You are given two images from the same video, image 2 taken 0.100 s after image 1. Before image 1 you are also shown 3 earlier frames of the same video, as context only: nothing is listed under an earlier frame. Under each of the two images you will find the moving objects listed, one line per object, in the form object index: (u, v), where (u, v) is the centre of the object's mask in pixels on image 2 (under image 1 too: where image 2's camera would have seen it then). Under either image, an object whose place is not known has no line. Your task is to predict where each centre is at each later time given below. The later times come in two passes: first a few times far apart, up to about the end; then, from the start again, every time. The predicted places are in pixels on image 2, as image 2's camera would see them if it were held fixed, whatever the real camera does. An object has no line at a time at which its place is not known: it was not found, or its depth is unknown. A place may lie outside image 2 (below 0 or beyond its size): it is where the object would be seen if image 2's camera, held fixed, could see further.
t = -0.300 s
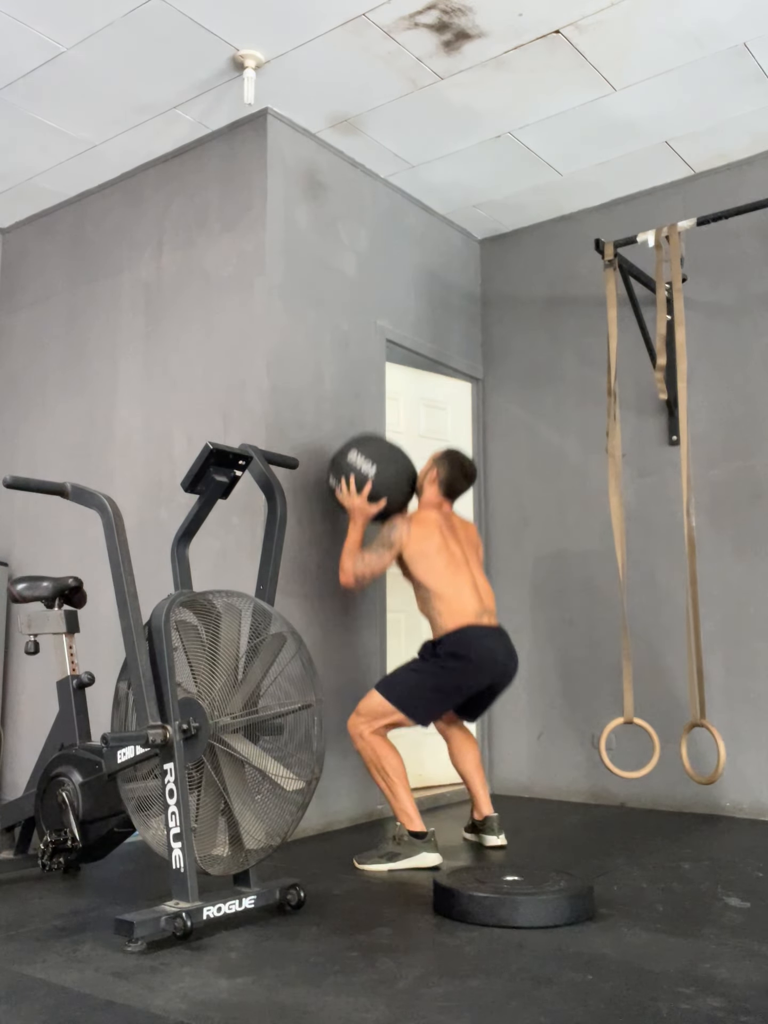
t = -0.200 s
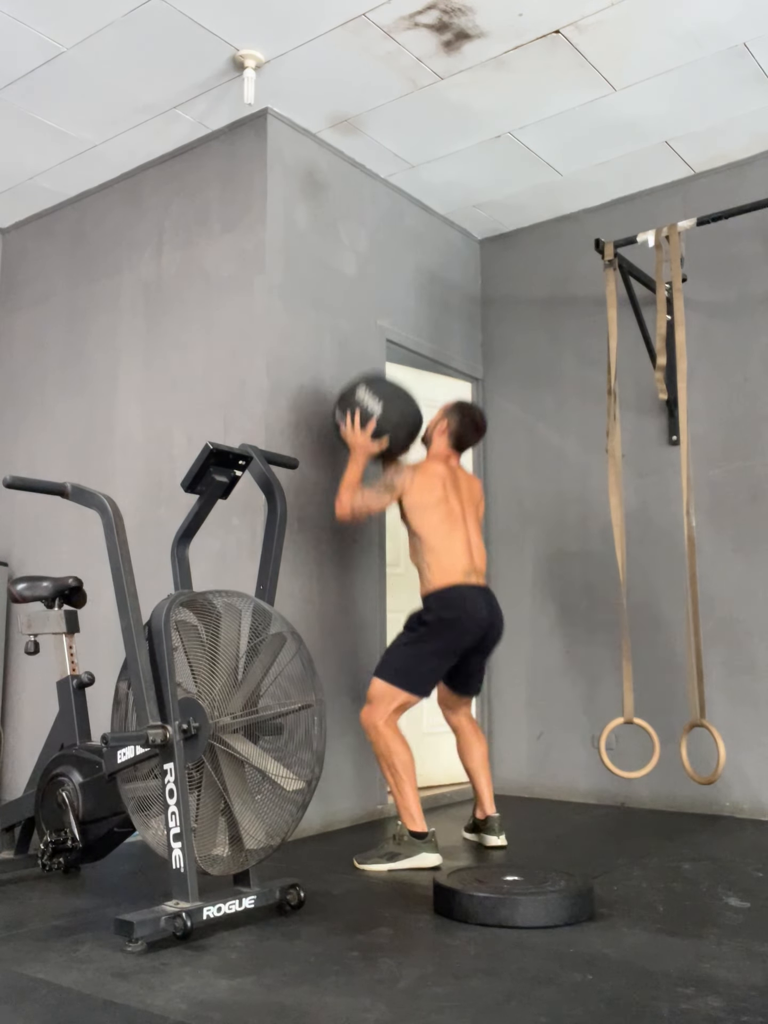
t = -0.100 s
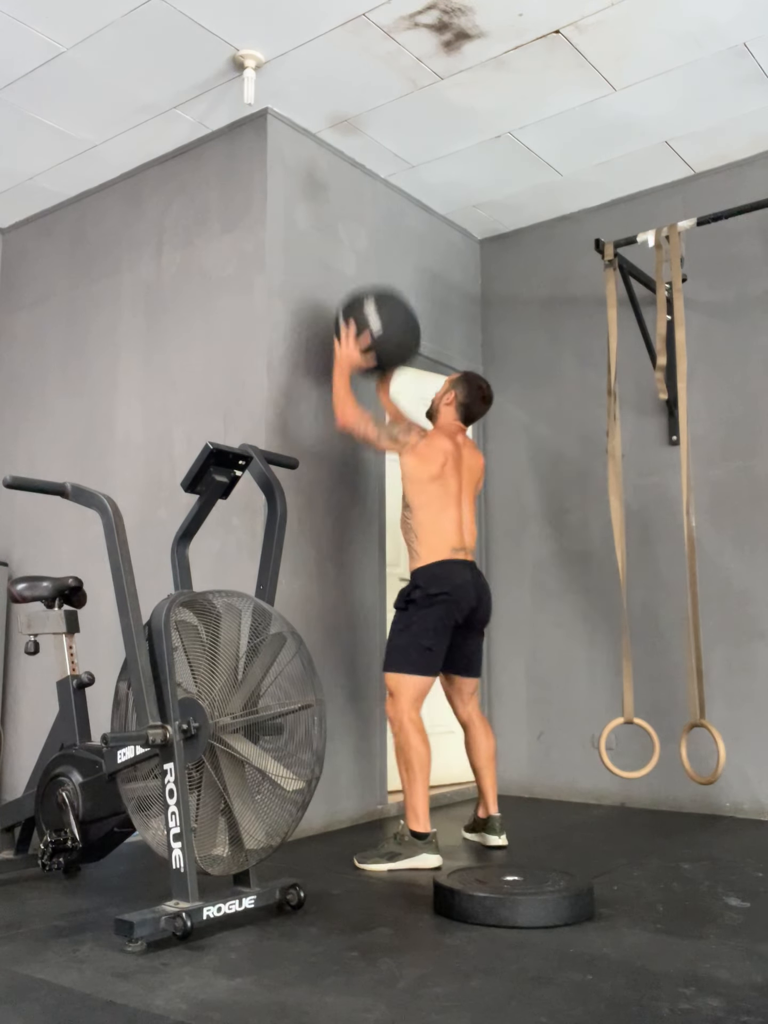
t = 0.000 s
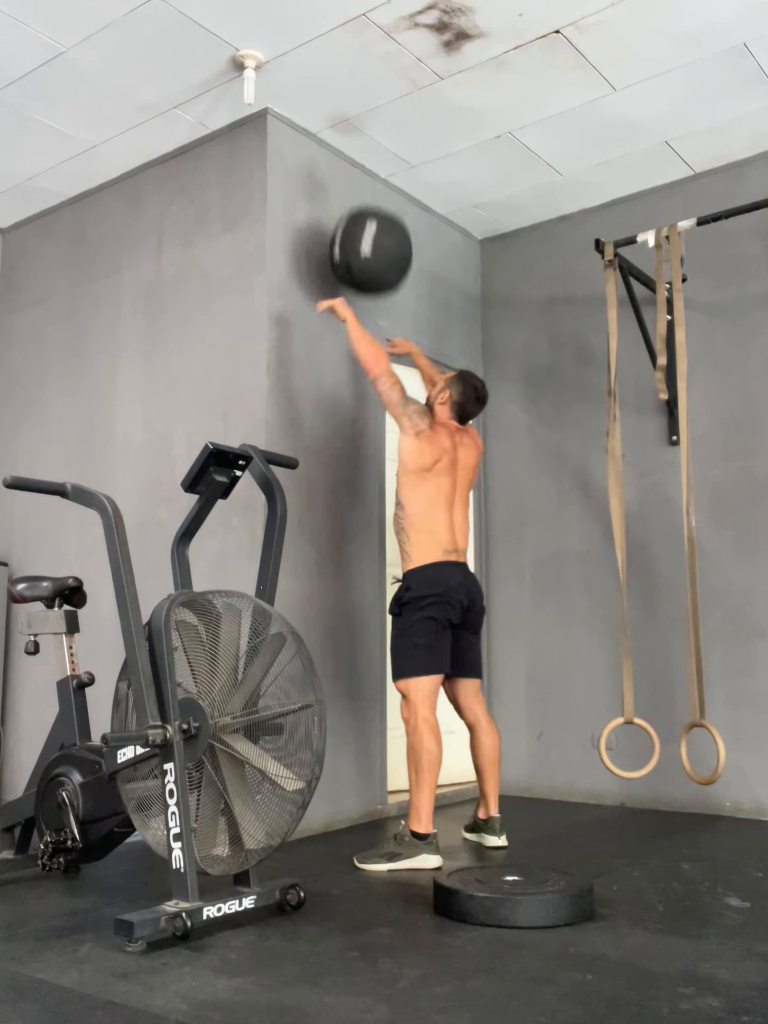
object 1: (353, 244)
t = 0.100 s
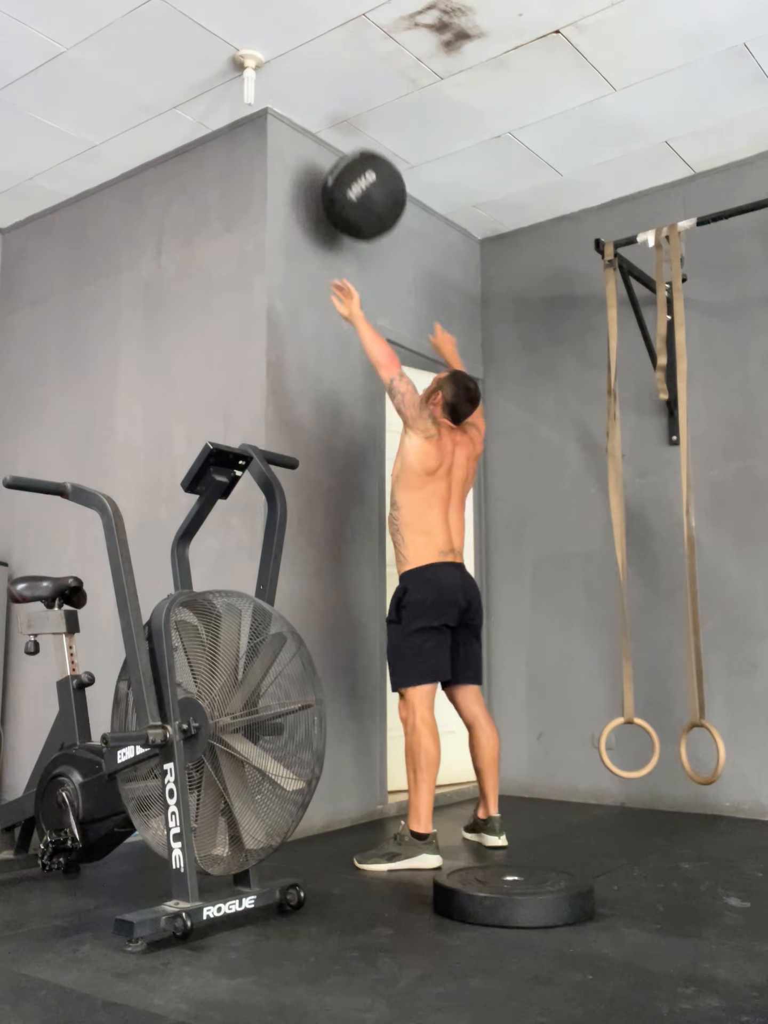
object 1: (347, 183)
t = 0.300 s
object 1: (337, 144)
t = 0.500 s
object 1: (327, 221)
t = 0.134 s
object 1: (347, 167)
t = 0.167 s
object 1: (345, 156)
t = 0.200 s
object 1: (344, 147)
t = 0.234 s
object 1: (343, 143)
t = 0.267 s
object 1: (340, 140)
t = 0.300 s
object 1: (337, 144)
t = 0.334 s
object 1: (334, 150)
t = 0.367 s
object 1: (333, 159)
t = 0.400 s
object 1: (328, 174)
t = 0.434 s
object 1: (327, 188)
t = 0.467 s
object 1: (327, 201)
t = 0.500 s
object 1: (327, 221)
